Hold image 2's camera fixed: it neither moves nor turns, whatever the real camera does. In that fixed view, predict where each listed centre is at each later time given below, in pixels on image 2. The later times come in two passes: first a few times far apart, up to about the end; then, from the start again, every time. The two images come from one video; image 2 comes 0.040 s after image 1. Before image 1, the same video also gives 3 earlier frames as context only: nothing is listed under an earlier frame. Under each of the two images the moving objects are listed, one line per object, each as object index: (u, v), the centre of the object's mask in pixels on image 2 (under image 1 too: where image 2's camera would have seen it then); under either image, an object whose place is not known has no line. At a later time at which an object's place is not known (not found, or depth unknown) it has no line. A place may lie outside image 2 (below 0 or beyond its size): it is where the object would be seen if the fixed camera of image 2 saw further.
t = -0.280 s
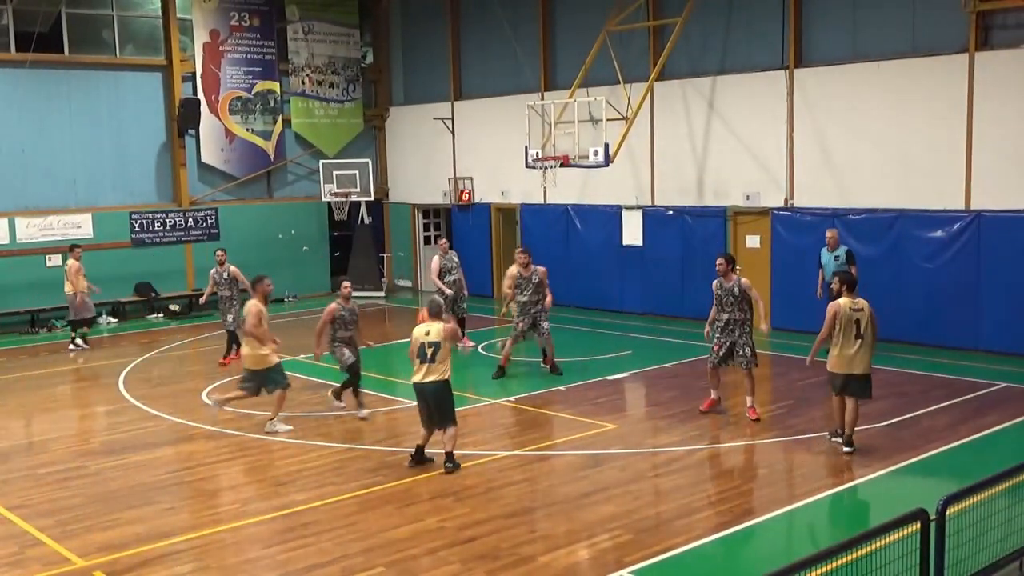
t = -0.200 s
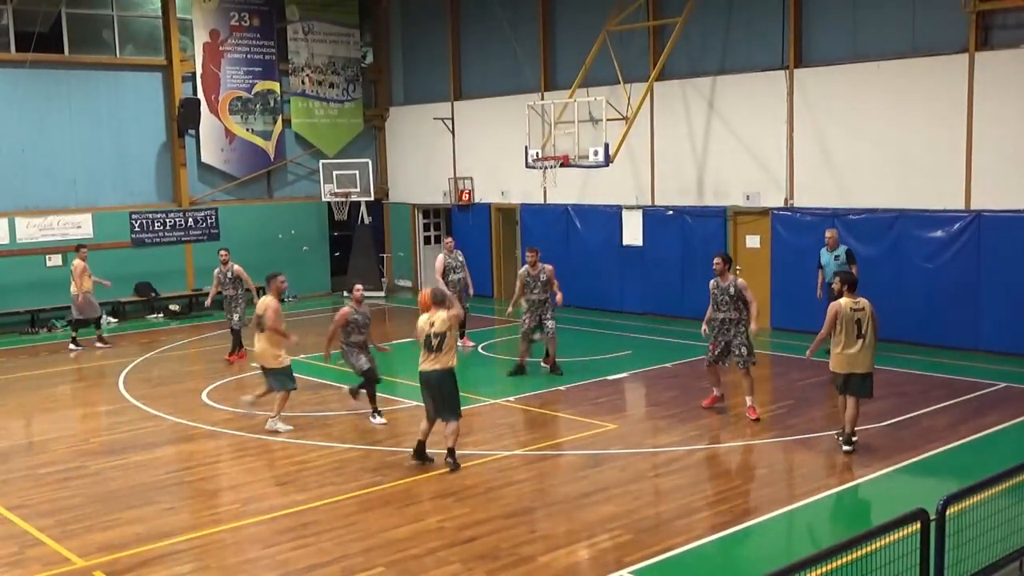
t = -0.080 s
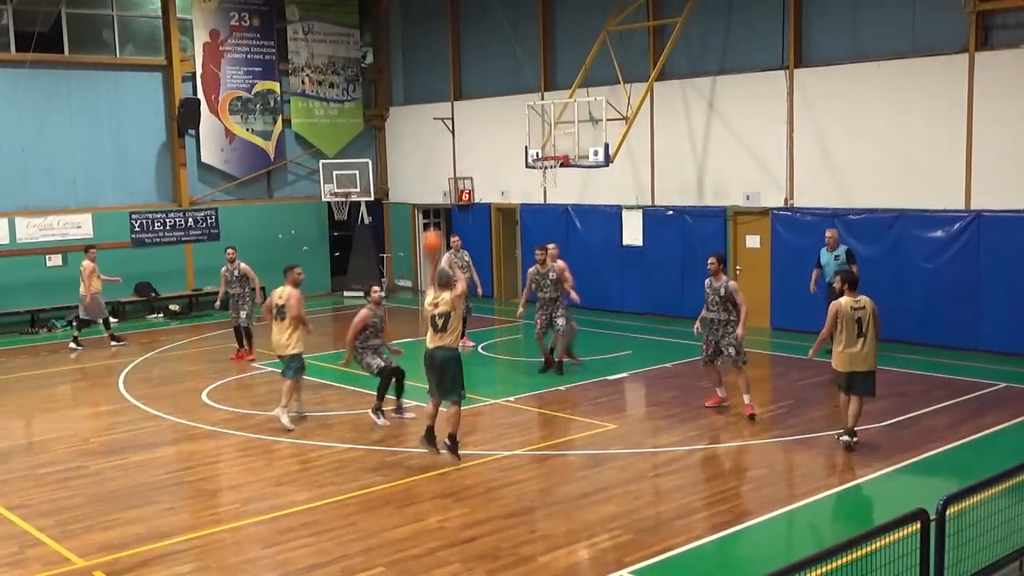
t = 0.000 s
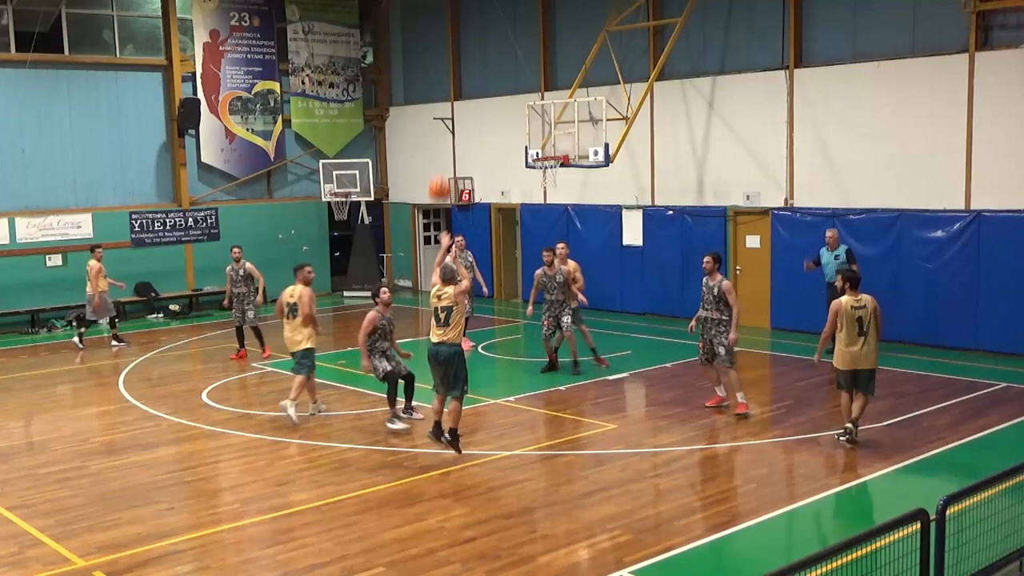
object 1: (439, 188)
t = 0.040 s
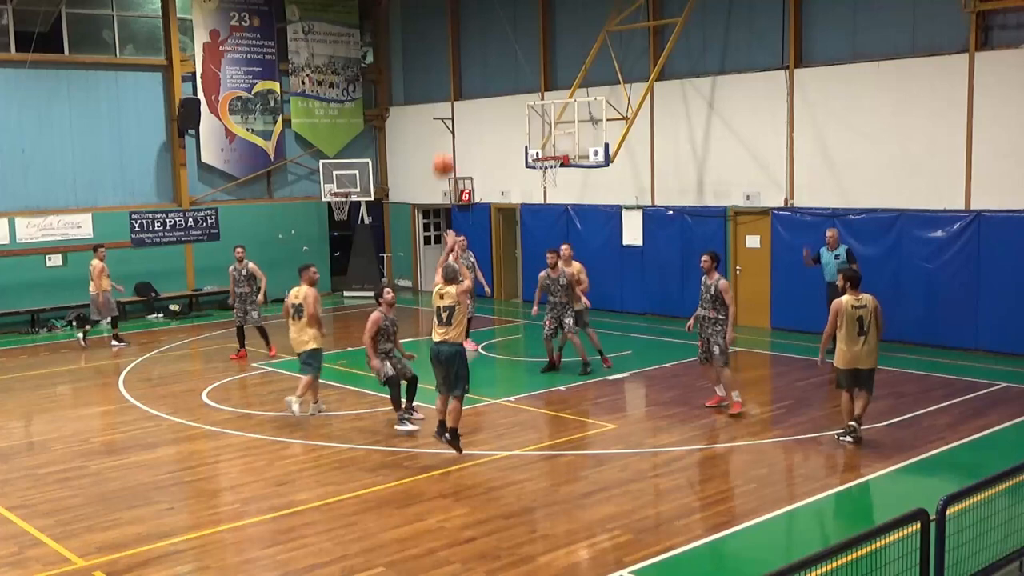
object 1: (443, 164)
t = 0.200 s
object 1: (458, 90)
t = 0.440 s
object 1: (479, 32)
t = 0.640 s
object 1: (494, 23)
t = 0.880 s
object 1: (512, 50)
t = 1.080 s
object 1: (526, 98)
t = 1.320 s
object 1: (544, 152)
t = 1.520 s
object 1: (558, 125)
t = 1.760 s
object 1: (574, 121)
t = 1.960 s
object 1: (585, 140)
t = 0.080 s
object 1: (447, 143)
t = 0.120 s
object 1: (451, 124)
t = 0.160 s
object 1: (455, 105)
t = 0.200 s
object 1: (458, 90)
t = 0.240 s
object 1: (462, 76)
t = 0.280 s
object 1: (465, 64)
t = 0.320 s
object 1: (469, 54)
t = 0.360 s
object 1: (472, 45)
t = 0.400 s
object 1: (475, 38)
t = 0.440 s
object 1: (479, 32)
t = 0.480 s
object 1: (482, 28)
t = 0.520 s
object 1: (485, 24)
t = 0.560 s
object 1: (488, 23)
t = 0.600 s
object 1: (491, 22)
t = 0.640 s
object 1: (494, 23)
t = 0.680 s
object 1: (498, 25)
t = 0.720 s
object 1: (500, 28)
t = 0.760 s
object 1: (503, 32)
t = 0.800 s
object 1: (506, 37)
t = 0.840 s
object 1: (509, 43)
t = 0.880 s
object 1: (512, 50)
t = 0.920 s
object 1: (514, 58)
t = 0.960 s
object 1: (518, 66)
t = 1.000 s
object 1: (520, 76)
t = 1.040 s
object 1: (523, 86)
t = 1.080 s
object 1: (526, 98)
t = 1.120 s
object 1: (529, 110)
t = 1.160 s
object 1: (531, 122)
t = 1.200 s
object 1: (534, 135)
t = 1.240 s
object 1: (536, 149)
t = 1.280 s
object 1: (540, 153)
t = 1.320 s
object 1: (544, 152)
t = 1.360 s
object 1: (548, 147)
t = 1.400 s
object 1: (550, 140)
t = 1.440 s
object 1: (553, 135)
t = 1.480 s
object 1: (556, 129)
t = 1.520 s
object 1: (558, 125)
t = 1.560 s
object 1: (561, 122)
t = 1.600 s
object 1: (563, 120)
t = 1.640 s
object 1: (566, 119)
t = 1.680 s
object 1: (569, 119)
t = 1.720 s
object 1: (571, 119)
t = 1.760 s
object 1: (574, 121)
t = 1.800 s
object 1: (577, 124)
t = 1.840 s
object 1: (579, 127)
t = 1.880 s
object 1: (582, 131)
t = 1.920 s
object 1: (583, 135)
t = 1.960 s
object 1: (585, 140)
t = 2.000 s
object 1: (587, 145)
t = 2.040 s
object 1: (589, 153)
